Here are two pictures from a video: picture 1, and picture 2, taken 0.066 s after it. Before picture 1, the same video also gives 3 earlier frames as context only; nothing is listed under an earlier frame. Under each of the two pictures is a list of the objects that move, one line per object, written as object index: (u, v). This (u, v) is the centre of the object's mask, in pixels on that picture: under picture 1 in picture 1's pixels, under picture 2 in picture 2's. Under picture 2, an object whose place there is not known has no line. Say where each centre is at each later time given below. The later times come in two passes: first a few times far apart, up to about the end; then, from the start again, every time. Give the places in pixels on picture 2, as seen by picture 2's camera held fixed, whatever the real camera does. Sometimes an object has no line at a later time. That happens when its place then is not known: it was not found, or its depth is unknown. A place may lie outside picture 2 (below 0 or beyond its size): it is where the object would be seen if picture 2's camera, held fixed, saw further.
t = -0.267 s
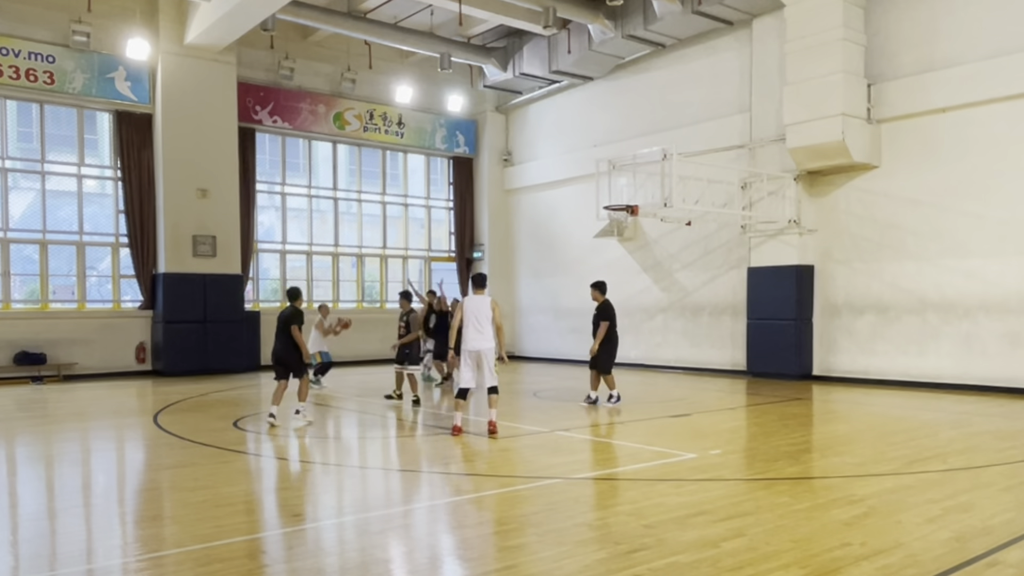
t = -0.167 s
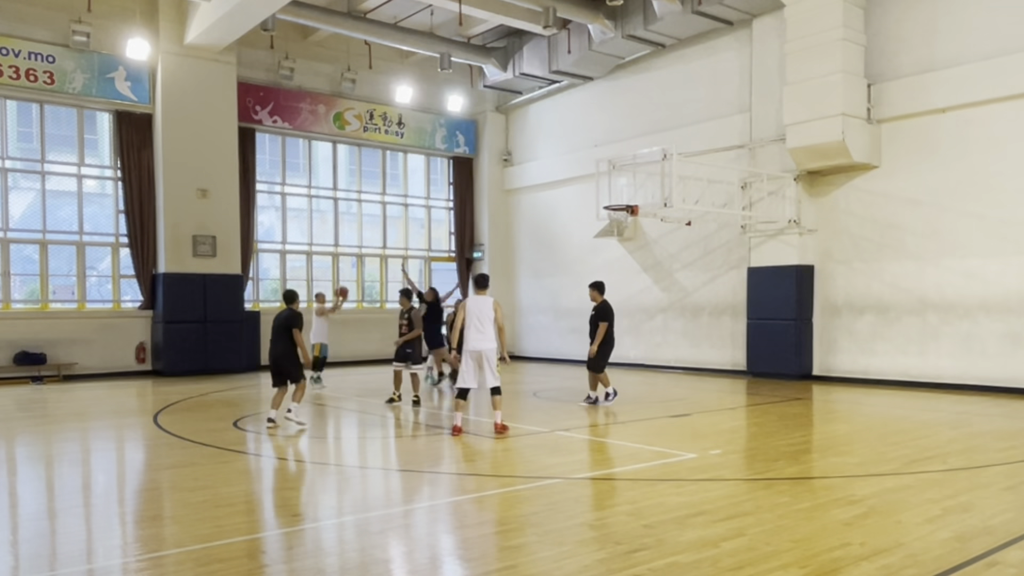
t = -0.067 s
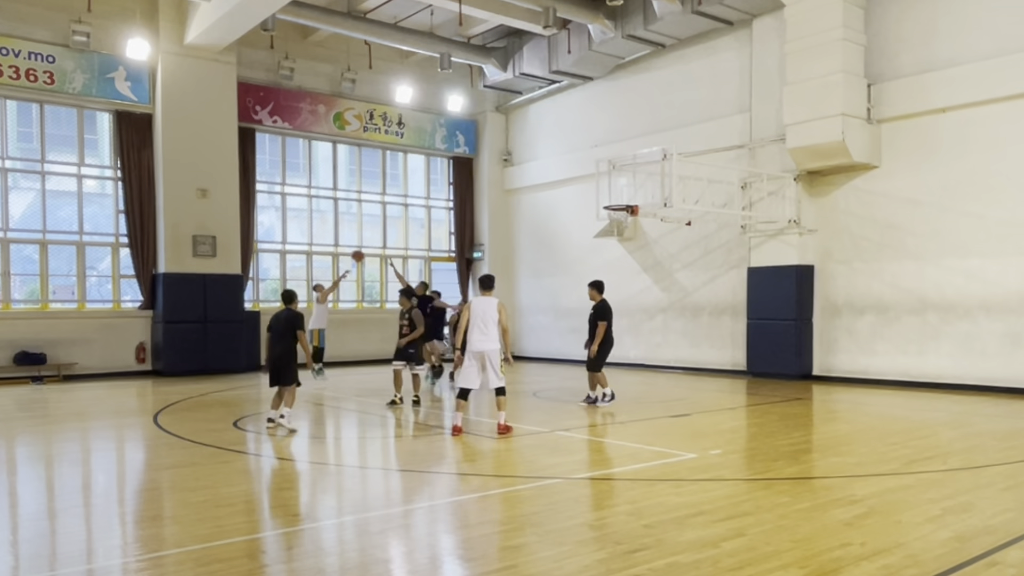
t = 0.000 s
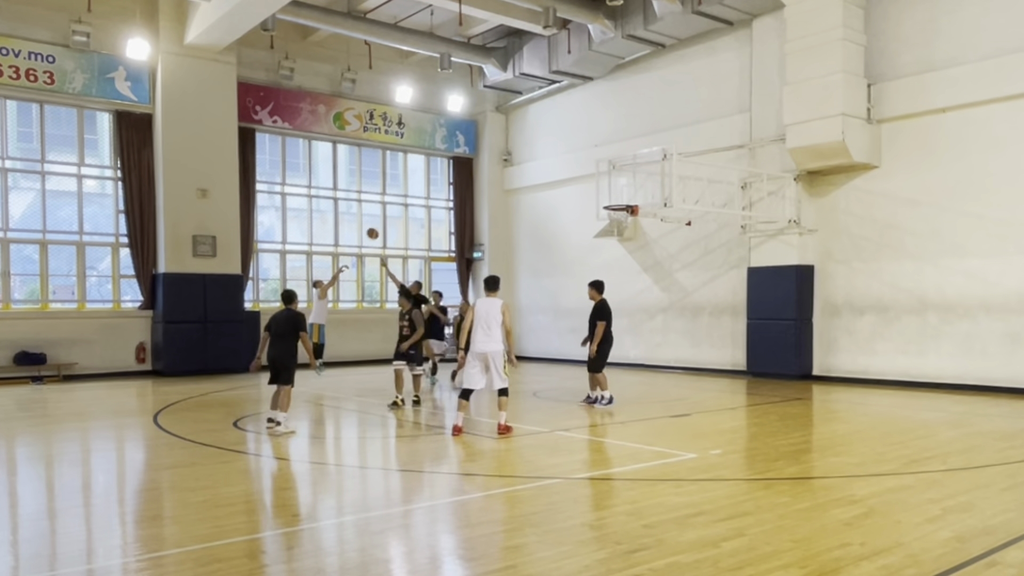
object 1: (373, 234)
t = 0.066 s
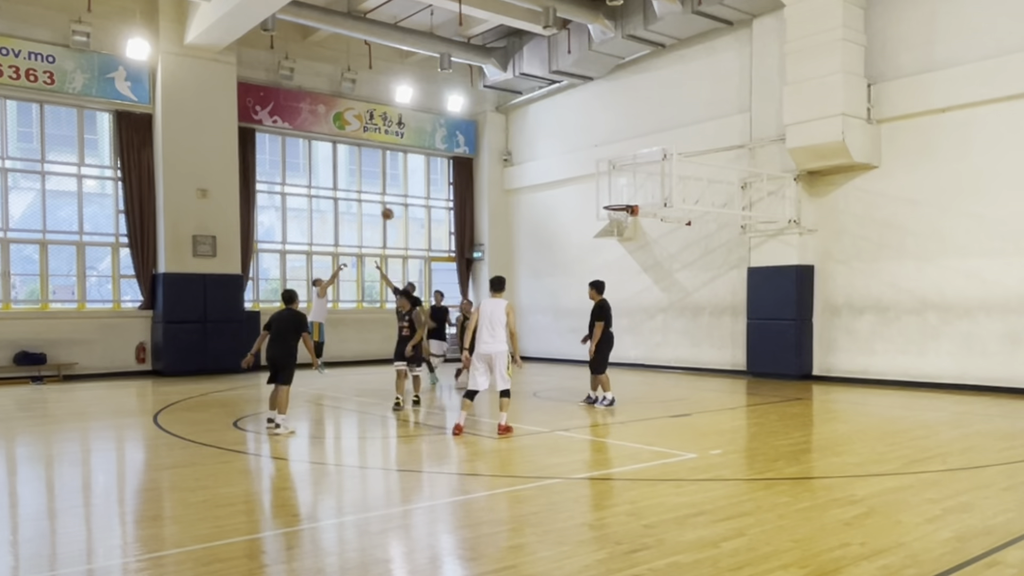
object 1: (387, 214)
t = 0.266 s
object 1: (434, 169)
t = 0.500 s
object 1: (488, 143)
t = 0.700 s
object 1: (535, 146)
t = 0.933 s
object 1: (591, 177)
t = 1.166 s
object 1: (603, 193)
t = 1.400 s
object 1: (564, 197)
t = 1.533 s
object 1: (542, 213)
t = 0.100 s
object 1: (396, 205)
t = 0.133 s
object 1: (403, 196)
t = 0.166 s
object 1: (410, 189)
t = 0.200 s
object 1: (418, 181)
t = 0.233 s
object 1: (426, 175)
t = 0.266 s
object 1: (434, 169)
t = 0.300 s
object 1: (442, 163)
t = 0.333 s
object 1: (449, 159)
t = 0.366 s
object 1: (457, 155)
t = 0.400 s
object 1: (465, 151)
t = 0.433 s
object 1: (472, 148)
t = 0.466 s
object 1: (481, 145)
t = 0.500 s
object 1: (488, 143)
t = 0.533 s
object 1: (496, 142)
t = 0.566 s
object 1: (504, 142)
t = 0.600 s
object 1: (512, 141)
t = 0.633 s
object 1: (519, 142)
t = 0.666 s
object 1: (527, 144)
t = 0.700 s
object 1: (535, 146)
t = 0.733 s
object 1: (543, 148)
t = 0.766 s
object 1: (551, 151)
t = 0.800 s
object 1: (559, 155)
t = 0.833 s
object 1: (567, 159)
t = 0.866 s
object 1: (575, 165)
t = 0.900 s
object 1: (583, 171)
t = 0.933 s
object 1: (591, 177)
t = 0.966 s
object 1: (599, 184)
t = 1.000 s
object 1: (608, 192)
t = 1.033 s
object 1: (616, 200)
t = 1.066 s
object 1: (619, 201)
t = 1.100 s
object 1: (613, 198)
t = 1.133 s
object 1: (608, 195)
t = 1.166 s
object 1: (603, 193)
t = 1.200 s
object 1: (597, 192)
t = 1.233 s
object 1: (592, 191)
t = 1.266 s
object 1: (586, 191)
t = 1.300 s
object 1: (581, 191)
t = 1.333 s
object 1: (575, 192)
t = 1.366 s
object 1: (570, 194)
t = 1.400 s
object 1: (564, 197)
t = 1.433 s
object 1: (559, 200)
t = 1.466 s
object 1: (553, 204)
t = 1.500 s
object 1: (548, 208)
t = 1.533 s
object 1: (542, 213)
